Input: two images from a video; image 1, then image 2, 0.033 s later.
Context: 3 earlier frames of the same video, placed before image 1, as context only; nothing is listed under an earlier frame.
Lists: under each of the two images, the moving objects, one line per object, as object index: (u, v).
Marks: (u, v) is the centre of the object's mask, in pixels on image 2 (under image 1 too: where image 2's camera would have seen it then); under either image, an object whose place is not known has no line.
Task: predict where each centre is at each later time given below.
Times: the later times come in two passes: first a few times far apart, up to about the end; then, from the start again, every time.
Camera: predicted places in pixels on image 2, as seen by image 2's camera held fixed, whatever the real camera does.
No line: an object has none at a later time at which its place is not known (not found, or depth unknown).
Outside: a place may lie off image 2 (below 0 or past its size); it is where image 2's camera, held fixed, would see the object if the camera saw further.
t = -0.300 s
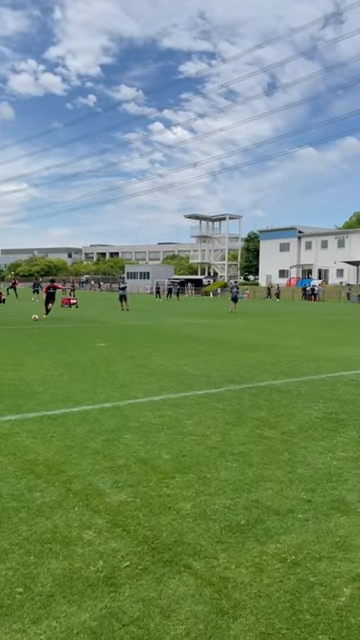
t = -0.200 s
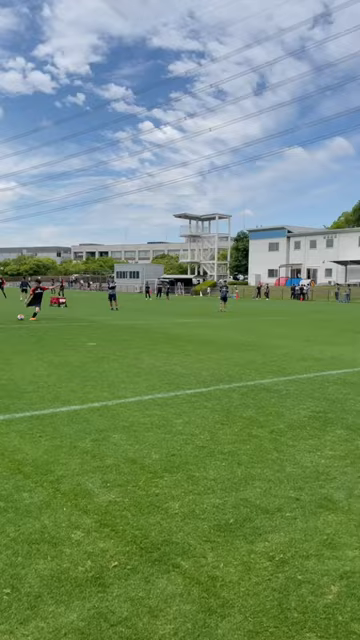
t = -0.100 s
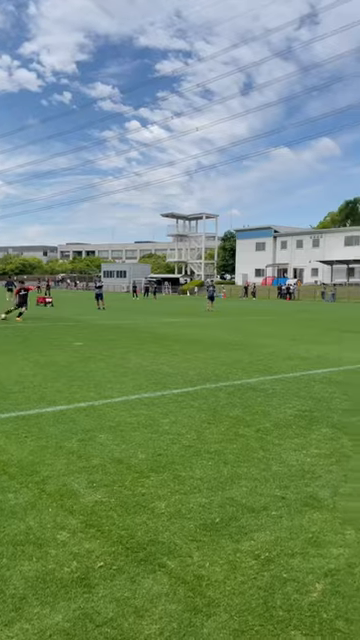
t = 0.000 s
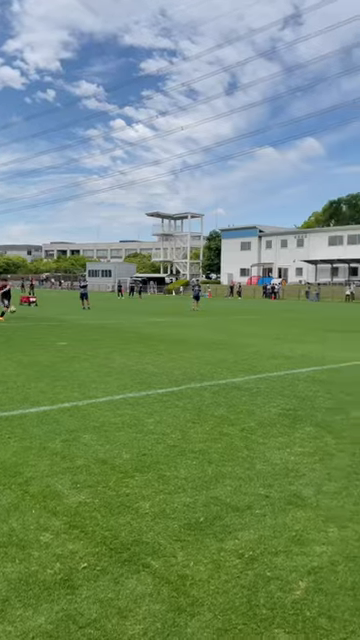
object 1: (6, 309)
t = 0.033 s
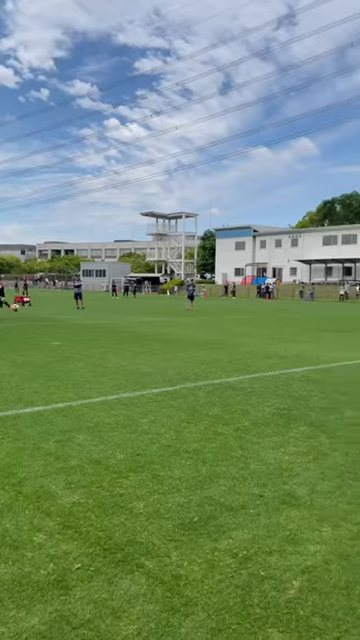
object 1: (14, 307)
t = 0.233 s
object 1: (87, 304)
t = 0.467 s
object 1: (243, 335)
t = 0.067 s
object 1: (26, 305)
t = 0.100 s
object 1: (36, 304)
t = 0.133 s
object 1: (48, 303)
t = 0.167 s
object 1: (60, 303)
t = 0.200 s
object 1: (72, 303)
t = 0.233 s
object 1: (87, 304)
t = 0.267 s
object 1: (102, 305)
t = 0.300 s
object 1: (120, 307)
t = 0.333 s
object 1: (138, 310)
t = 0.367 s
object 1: (160, 313)
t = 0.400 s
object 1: (184, 320)
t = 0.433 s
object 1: (211, 326)
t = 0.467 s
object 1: (243, 335)
